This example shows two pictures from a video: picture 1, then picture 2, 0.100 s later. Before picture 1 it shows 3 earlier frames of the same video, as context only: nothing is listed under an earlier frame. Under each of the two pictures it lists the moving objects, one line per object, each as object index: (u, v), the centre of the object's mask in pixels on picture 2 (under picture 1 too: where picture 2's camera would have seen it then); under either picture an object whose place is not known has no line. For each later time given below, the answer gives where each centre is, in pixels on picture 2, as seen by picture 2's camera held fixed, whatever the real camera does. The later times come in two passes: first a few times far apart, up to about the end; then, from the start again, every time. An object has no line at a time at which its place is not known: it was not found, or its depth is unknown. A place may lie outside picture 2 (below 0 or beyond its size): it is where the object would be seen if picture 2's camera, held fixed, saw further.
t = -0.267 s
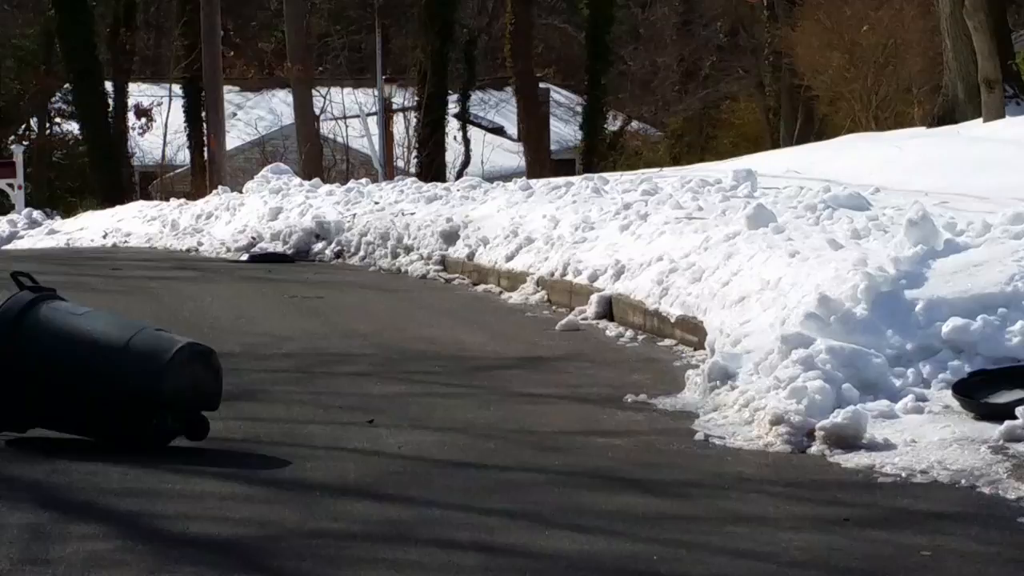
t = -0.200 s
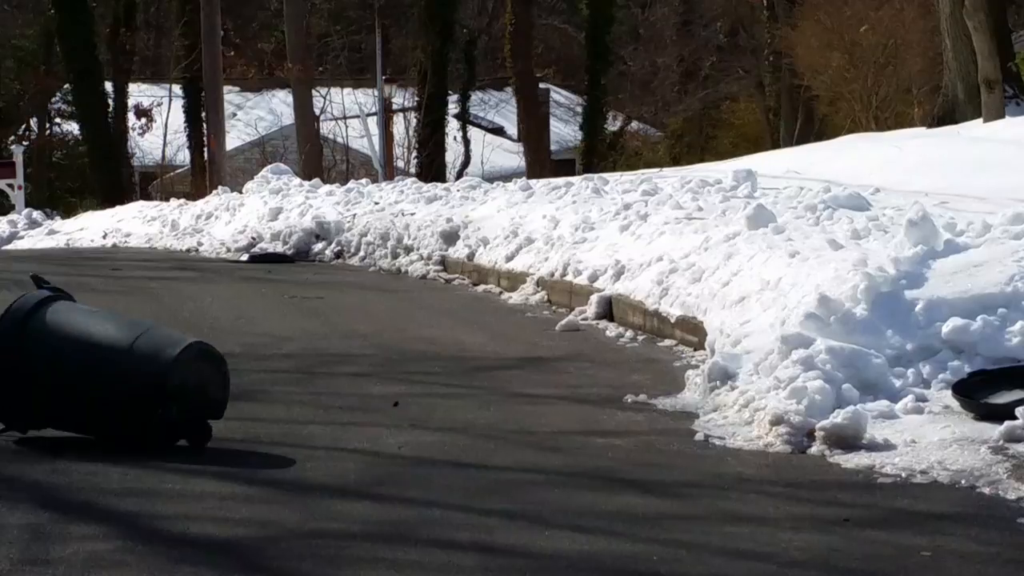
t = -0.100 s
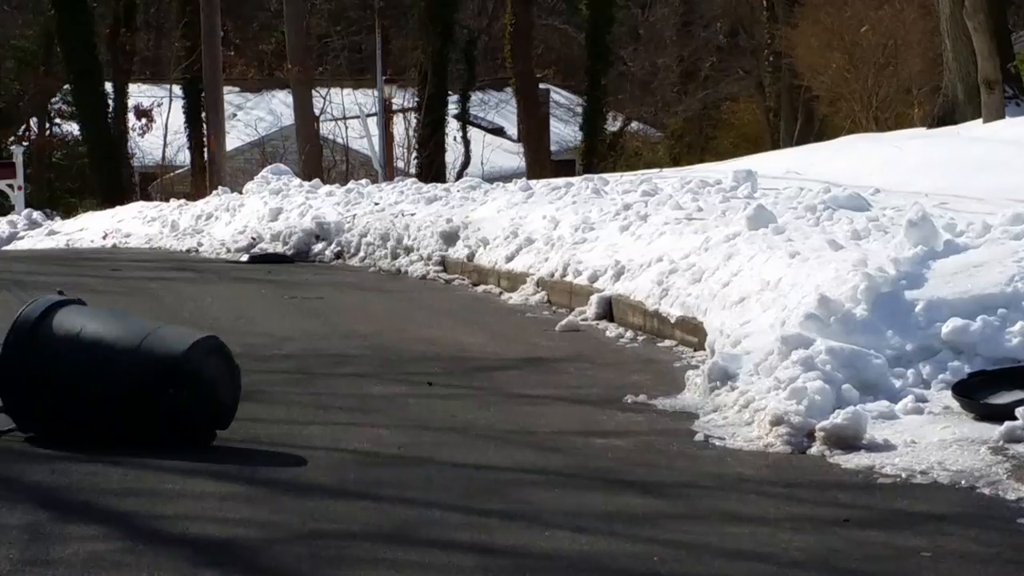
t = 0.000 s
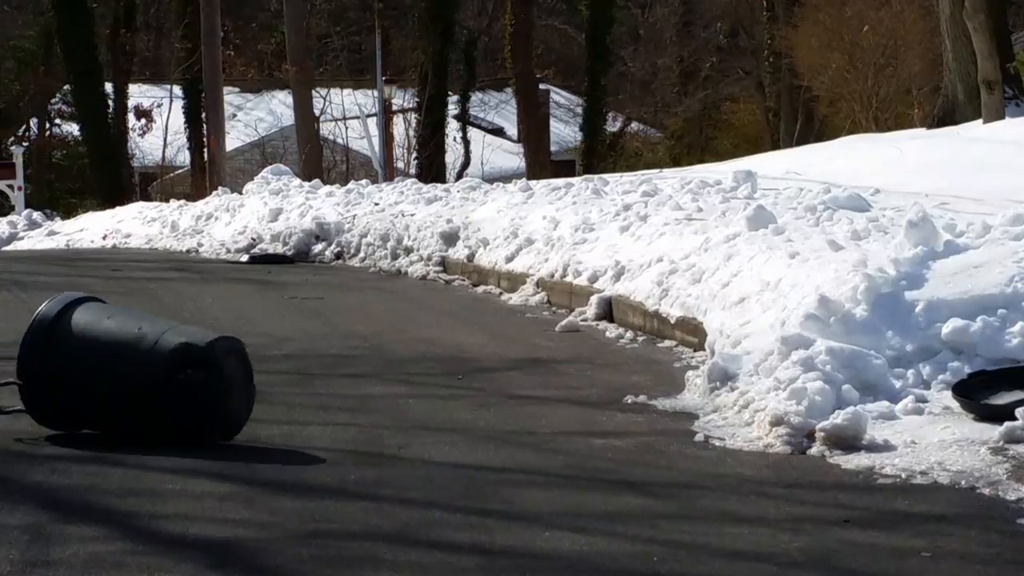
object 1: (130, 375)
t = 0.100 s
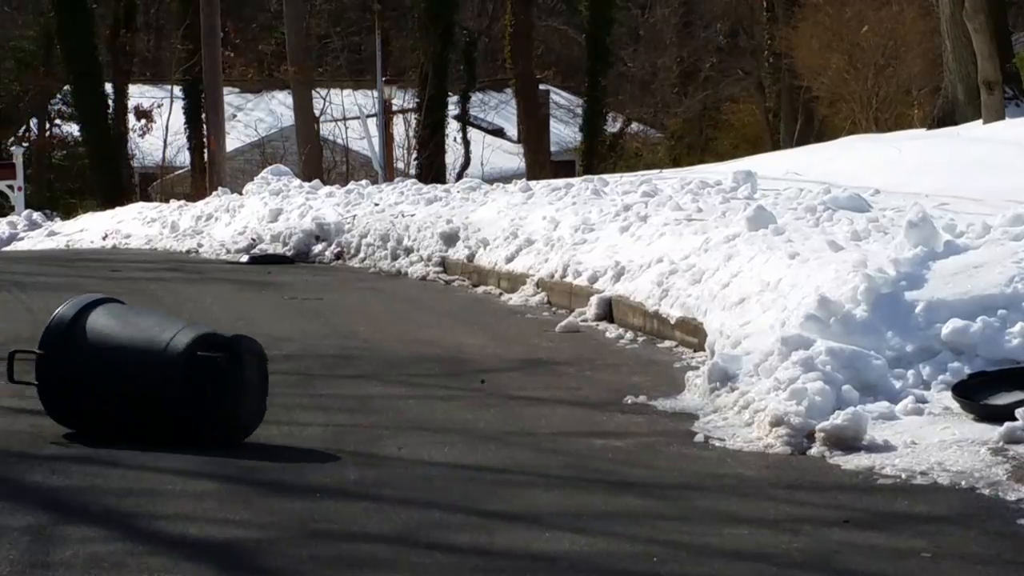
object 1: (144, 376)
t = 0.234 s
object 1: (172, 371)
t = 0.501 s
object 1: (234, 364)
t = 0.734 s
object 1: (282, 364)
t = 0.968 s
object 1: (341, 359)
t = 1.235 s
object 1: (405, 354)
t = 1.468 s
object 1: (449, 360)
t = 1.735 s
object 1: (493, 356)
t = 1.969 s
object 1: (529, 355)
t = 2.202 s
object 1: (551, 350)
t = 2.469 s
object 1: (575, 351)
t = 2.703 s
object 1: (596, 351)
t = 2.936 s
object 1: (622, 355)
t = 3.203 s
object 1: (660, 356)
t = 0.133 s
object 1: (150, 375)
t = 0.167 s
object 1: (157, 373)
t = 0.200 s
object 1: (164, 372)
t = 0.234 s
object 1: (172, 371)
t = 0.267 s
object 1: (179, 371)
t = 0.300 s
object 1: (187, 370)
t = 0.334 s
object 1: (196, 367)
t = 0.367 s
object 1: (204, 364)
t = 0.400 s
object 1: (212, 362)
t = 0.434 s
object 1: (220, 363)
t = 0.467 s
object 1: (226, 365)
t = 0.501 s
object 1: (234, 364)
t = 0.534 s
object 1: (241, 363)
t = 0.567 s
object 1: (248, 363)
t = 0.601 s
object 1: (255, 365)
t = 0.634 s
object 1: (260, 368)
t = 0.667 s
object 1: (268, 366)
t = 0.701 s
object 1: (276, 364)
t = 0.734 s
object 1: (282, 364)
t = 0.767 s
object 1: (289, 364)
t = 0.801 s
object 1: (297, 362)
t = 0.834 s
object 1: (306, 362)
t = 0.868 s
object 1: (314, 362)
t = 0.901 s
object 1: (323, 361)
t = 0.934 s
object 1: (332, 360)
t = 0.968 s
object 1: (341, 359)
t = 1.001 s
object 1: (351, 358)
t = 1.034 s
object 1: (359, 355)
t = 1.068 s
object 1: (367, 353)
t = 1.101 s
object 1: (376, 353)
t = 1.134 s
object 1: (383, 355)
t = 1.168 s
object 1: (391, 356)
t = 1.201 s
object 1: (398, 355)
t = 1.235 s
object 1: (405, 354)
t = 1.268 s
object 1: (412, 355)
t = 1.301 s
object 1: (418, 358)
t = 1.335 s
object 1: (425, 359)
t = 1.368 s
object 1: (431, 360)
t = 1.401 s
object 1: (437, 360)
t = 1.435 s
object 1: (443, 360)
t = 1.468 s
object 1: (449, 360)
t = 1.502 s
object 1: (455, 360)
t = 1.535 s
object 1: (461, 360)
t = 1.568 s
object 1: (466, 359)
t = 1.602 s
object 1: (472, 359)
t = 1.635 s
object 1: (477, 358)
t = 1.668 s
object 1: (482, 357)
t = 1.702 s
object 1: (488, 357)
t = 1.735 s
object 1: (493, 356)
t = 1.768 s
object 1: (498, 356)
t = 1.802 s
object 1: (505, 357)
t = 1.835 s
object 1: (509, 356)
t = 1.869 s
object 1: (514, 355)
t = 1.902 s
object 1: (519, 356)
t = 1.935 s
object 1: (523, 355)
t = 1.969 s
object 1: (529, 355)
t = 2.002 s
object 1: (533, 353)
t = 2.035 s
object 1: (536, 353)
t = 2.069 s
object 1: (539, 351)
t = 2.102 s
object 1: (543, 351)
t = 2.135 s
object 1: (546, 351)
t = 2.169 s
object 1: (548, 350)
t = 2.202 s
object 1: (551, 350)
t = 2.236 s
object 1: (554, 351)
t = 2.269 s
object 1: (557, 350)
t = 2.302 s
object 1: (560, 350)
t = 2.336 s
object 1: (562, 350)
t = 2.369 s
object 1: (565, 350)
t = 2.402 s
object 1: (569, 351)
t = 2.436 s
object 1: (572, 351)
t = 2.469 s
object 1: (575, 351)
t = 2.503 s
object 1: (578, 351)
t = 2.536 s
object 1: (581, 352)
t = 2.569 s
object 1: (584, 352)
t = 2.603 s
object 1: (587, 352)
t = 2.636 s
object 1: (590, 351)
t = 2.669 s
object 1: (593, 351)
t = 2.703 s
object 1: (596, 351)
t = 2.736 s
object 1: (599, 351)
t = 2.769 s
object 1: (602, 352)
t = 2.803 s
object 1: (606, 353)
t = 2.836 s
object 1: (610, 355)
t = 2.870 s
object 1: (613, 355)
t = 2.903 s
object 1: (618, 355)
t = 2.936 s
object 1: (622, 355)
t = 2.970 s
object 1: (626, 354)
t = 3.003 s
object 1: (631, 354)
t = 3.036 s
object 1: (636, 354)
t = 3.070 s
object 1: (641, 354)
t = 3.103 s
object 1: (646, 355)
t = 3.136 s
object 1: (650, 355)
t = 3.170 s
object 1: (655, 355)
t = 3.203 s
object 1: (660, 356)
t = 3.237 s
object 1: (665, 356)
